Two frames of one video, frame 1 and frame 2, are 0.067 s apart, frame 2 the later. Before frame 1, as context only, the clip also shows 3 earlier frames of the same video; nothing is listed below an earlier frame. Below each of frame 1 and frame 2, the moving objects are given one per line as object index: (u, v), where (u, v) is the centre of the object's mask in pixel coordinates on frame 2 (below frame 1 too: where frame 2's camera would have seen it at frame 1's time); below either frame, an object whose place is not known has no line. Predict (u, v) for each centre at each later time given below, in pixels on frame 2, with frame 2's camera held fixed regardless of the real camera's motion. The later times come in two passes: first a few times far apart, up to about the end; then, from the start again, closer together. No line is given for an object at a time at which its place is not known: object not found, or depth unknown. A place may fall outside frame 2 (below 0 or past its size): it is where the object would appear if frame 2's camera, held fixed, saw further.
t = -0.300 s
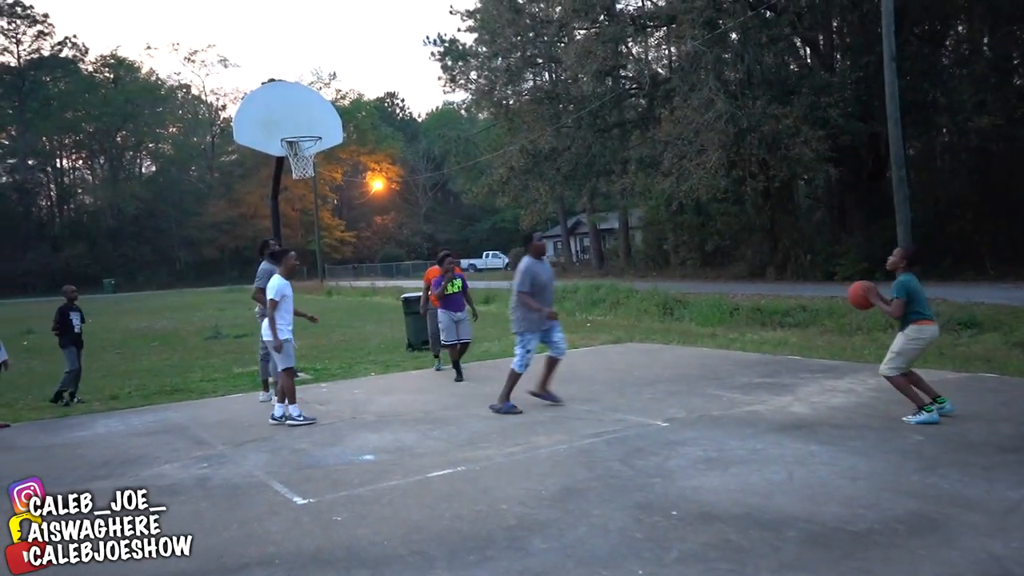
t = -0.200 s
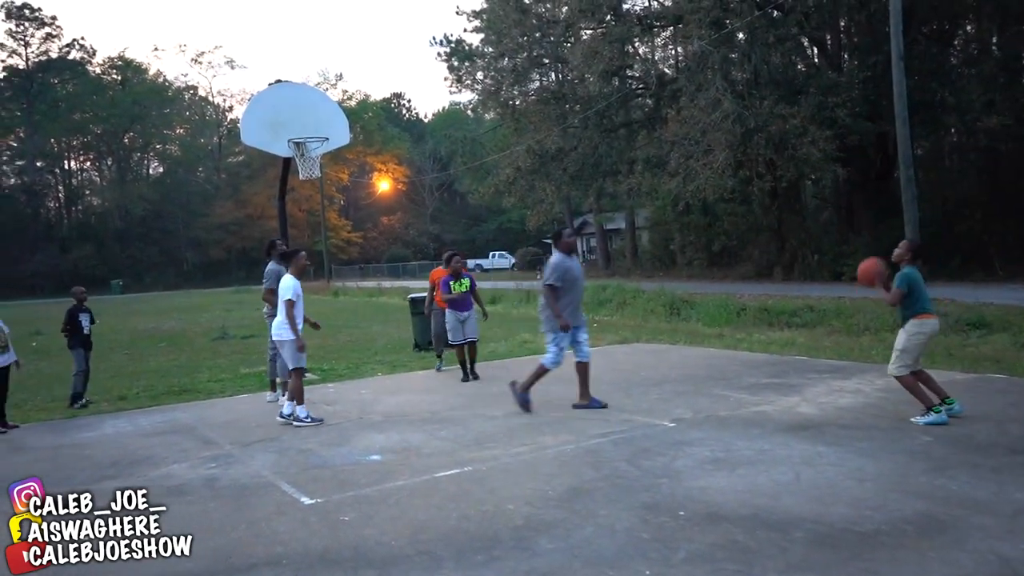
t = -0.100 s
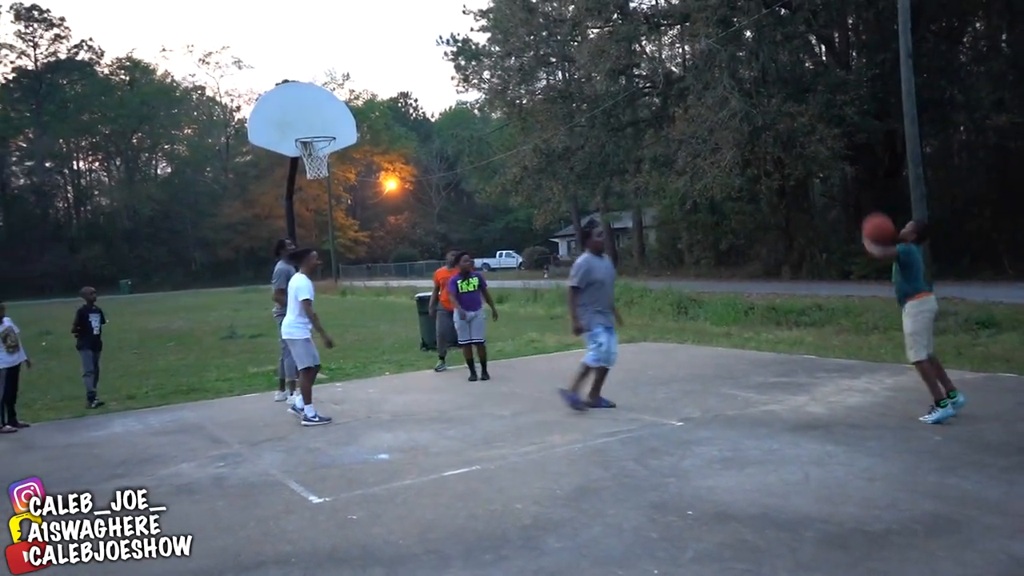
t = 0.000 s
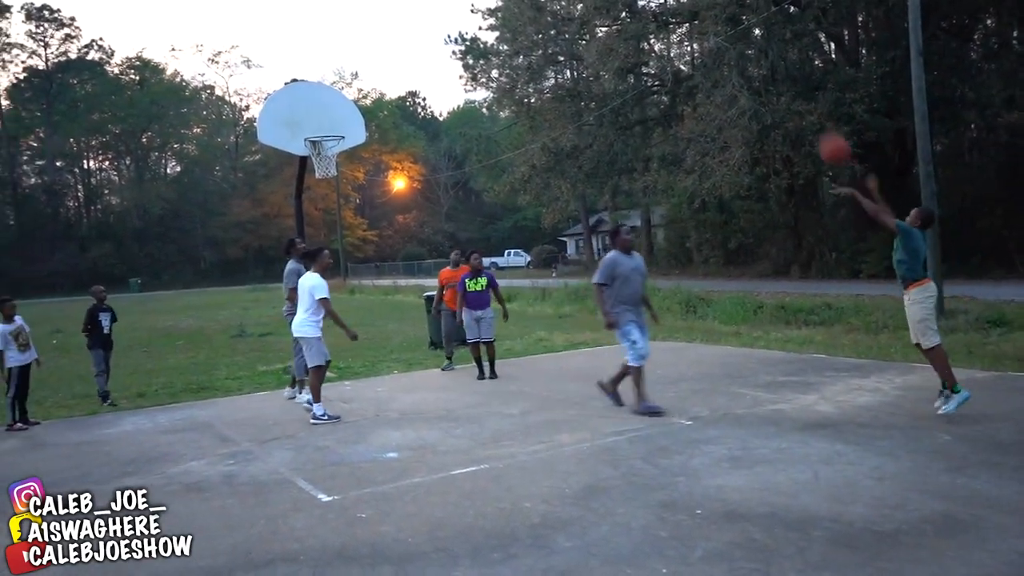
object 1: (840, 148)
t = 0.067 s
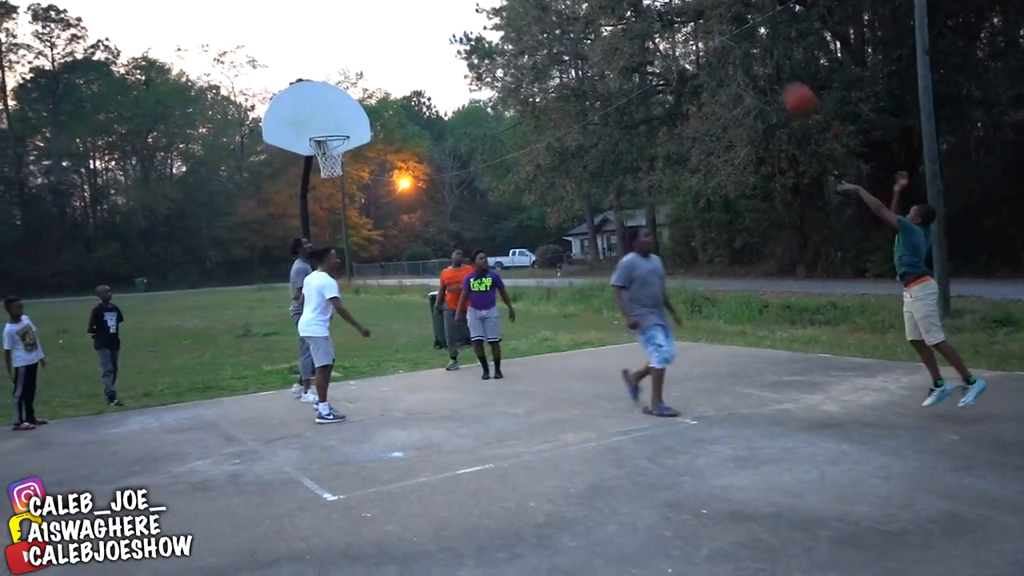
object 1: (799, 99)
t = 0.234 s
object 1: (705, 10)
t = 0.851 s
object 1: (455, -22)
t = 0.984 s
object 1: (418, 6)
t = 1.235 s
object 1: (358, 106)
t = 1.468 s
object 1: (315, 80)
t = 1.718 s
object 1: (302, 44)
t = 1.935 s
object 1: (294, 53)
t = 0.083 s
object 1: (788, 87)
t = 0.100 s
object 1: (779, 76)
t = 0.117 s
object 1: (769, 66)
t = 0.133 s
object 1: (760, 56)
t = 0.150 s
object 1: (750, 47)
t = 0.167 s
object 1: (741, 38)
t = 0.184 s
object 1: (732, 30)
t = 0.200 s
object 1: (723, 21)
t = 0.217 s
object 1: (714, 15)
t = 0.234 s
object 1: (705, 10)
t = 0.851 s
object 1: (455, -22)
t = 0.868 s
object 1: (450, -20)
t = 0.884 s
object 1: (445, -18)
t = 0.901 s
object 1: (440, -16)
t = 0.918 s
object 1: (436, -13)
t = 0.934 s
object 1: (431, -9)
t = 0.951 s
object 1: (427, -4)
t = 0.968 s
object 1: (422, 1)
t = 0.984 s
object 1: (418, 6)
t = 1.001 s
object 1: (413, 11)
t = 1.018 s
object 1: (409, 17)
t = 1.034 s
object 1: (405, 23)
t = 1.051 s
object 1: (400, 29)
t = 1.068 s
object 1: (396, 35)
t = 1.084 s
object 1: (392, 42)
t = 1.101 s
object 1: (388, 48)
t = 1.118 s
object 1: (384, 55)
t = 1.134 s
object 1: (380, 62)
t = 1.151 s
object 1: (376, 69)
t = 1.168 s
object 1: (372, 76)
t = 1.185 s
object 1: (369, 83)
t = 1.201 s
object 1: (365, 91)
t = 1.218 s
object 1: (362, 98)
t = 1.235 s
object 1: (358, 106)
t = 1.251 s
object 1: (354, 113)
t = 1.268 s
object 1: (351, 121)
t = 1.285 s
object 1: (347, 128)
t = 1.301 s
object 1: (344, 124)
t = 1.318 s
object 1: (341, 119)
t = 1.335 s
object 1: (338, 114)
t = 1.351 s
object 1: (335, 109)
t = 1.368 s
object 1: (332, 104)
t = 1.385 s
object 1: (329, 99)
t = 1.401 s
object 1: (326, 95)
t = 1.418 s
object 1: (323, 91)
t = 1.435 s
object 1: (320, 87)
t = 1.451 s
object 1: (317, 83)
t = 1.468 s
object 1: (315, 80)
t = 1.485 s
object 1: (314, 76)
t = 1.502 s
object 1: (313, 72)
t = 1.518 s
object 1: (312, 69)
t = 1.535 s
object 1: (311, 66)
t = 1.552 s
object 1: (310, 62)
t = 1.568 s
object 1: (309, 59)
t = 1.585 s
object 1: (309, 57)
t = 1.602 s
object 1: (308, 54)
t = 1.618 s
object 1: (307, 52)
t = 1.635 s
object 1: (306, 50)
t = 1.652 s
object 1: (305, 48)
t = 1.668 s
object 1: (305, 47)
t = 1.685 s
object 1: (304, 46)
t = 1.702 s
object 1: (303, 44)
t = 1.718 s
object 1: (302, 44)
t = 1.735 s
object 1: (301, 43)
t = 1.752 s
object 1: (301, 43)
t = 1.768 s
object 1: (300, 43)
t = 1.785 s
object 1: (299, 42)
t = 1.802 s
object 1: (299, 43)
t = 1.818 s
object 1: (298, 43)
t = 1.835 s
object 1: (298, 44)
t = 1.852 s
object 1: (297, 45)
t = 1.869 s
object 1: (296, 46)
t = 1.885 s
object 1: (296, 47)
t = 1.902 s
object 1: (295, 49)
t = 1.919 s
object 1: (294, 51)
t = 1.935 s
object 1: (294, 53)
